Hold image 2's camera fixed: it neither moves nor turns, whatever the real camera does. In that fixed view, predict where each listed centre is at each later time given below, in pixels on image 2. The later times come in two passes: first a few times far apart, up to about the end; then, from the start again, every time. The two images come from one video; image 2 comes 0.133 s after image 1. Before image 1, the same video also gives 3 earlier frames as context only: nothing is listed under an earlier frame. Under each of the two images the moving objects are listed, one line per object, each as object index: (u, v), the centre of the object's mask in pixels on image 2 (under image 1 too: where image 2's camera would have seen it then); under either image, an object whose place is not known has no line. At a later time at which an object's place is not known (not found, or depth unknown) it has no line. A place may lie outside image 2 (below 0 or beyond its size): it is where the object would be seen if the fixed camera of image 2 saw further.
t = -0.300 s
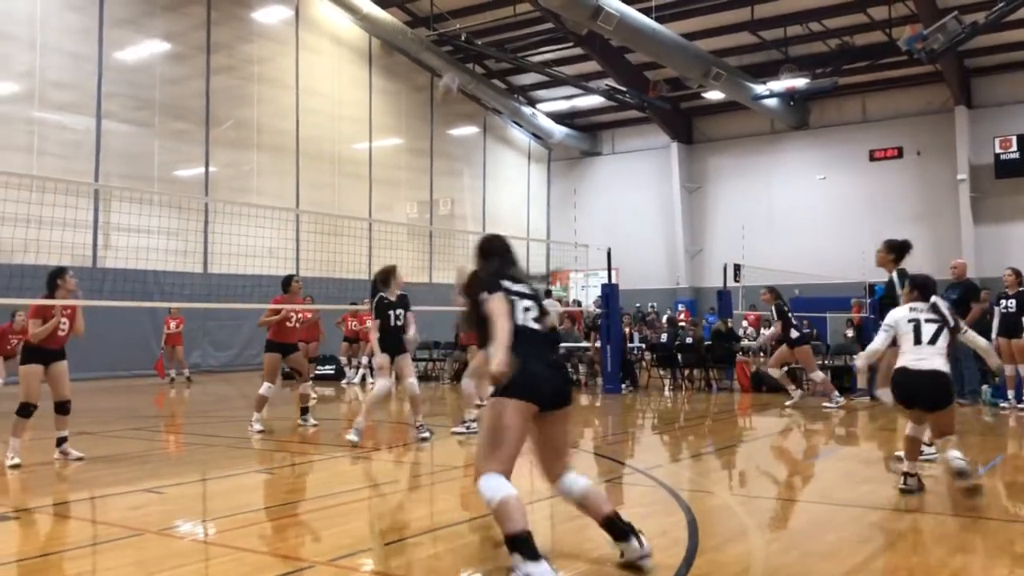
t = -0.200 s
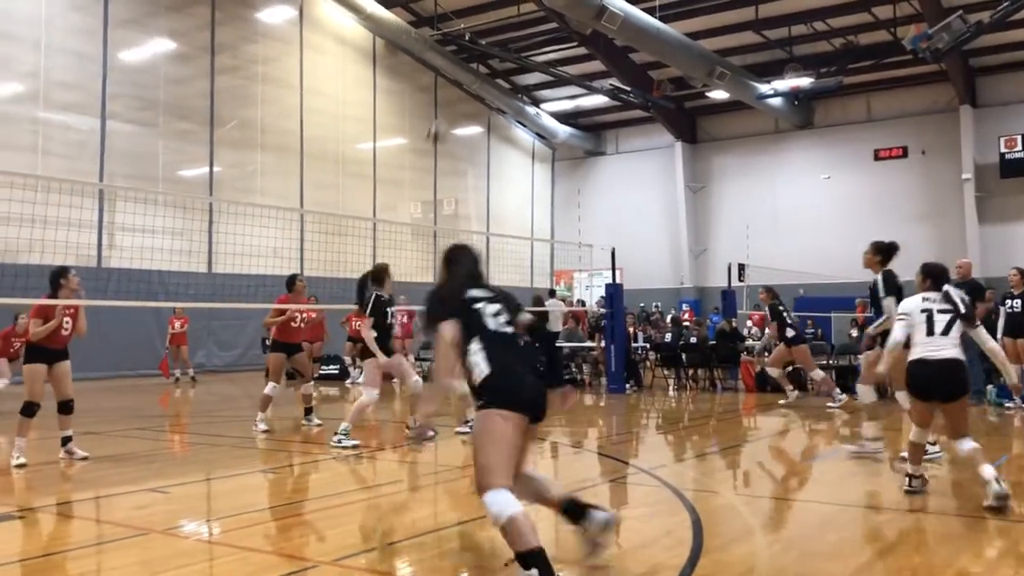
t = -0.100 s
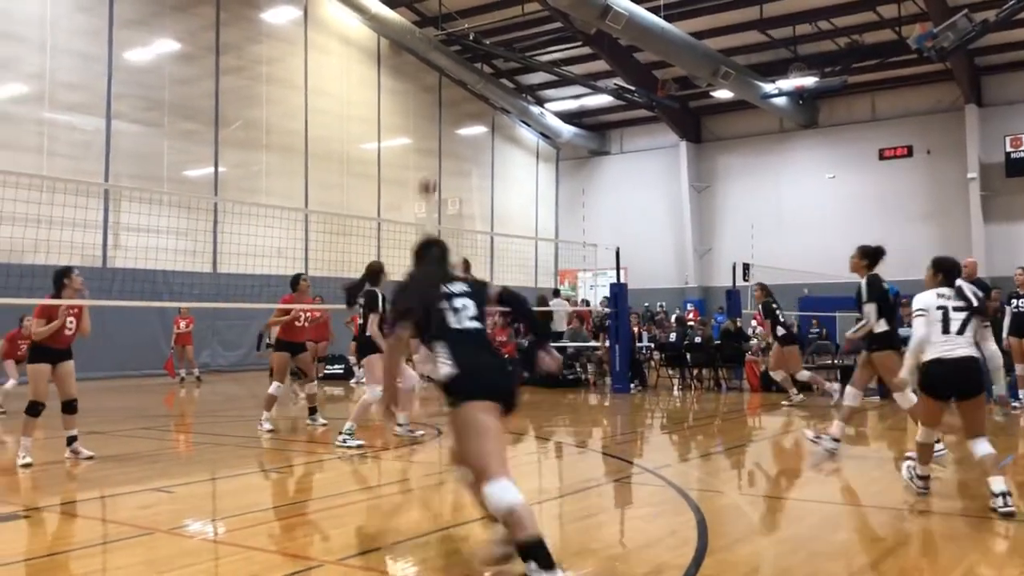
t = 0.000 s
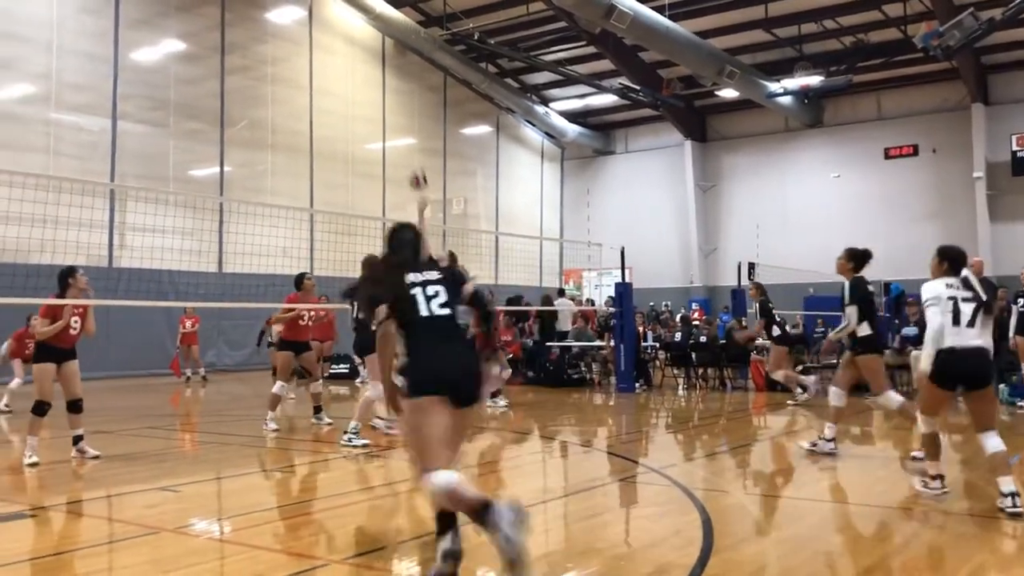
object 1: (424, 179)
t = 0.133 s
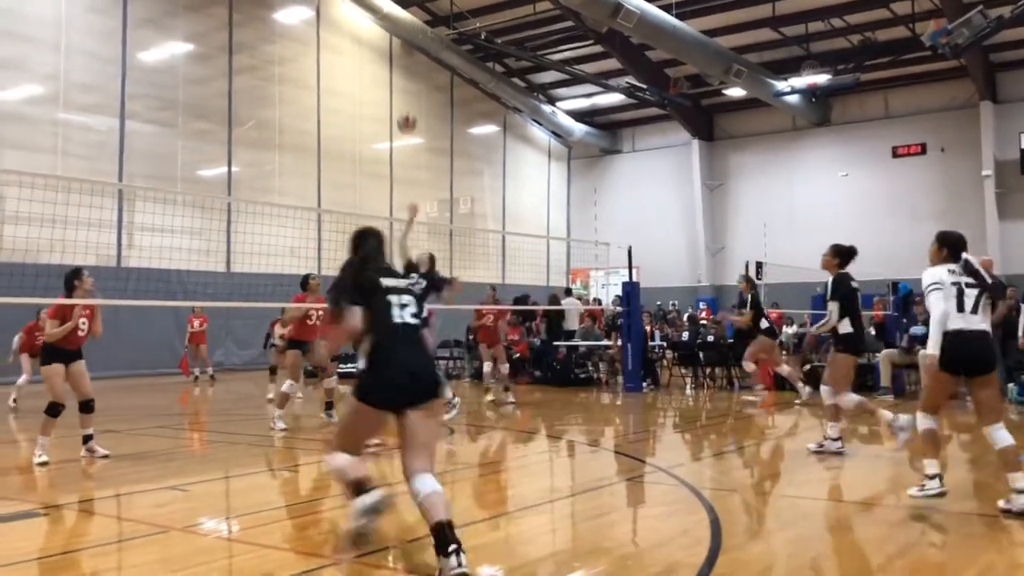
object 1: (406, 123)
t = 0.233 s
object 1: (392, 89)
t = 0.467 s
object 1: (361, 49)
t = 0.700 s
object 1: (328, 62)
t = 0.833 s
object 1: (309, 97)
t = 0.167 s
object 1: (402, 110)
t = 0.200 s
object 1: (397, 99)
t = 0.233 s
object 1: (392, 89)
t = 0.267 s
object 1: (388, 81)
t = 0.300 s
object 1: (382, 72)
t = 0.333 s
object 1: (379, 65)
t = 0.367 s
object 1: (375, 60)
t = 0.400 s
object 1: (371, 55)
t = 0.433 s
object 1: (366, 51)
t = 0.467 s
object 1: (361, 49)
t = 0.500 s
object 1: (357, 47)
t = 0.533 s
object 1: (352, 47)
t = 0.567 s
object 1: (347, 47)
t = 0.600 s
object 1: (343, 49)
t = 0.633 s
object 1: (338, 53)
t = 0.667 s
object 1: (334, 57)
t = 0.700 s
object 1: (328, 62)
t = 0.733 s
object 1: (324, 69)
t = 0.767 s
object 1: (319, 76)
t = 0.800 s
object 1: (314, 86)
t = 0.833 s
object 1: (309, 97)
